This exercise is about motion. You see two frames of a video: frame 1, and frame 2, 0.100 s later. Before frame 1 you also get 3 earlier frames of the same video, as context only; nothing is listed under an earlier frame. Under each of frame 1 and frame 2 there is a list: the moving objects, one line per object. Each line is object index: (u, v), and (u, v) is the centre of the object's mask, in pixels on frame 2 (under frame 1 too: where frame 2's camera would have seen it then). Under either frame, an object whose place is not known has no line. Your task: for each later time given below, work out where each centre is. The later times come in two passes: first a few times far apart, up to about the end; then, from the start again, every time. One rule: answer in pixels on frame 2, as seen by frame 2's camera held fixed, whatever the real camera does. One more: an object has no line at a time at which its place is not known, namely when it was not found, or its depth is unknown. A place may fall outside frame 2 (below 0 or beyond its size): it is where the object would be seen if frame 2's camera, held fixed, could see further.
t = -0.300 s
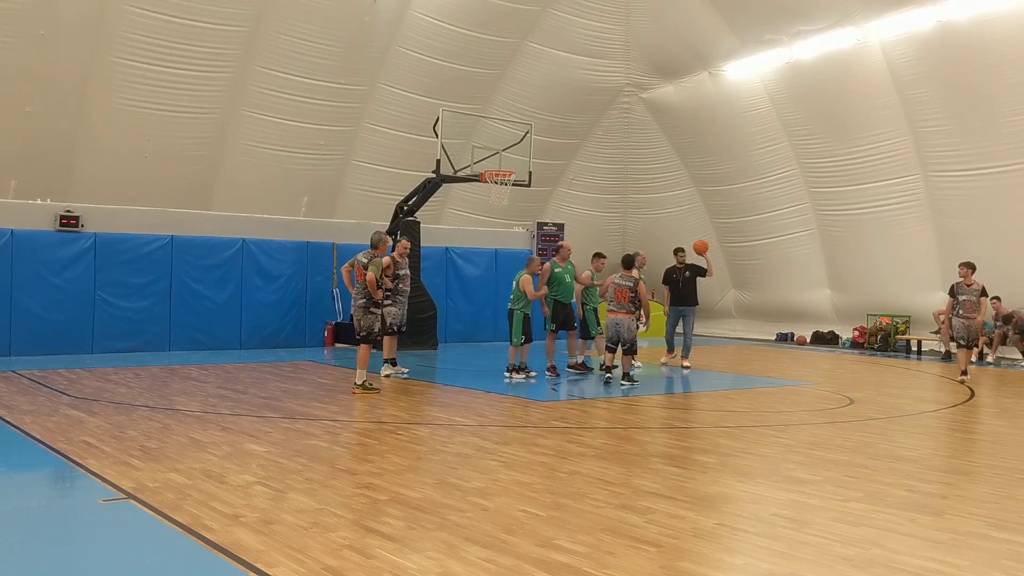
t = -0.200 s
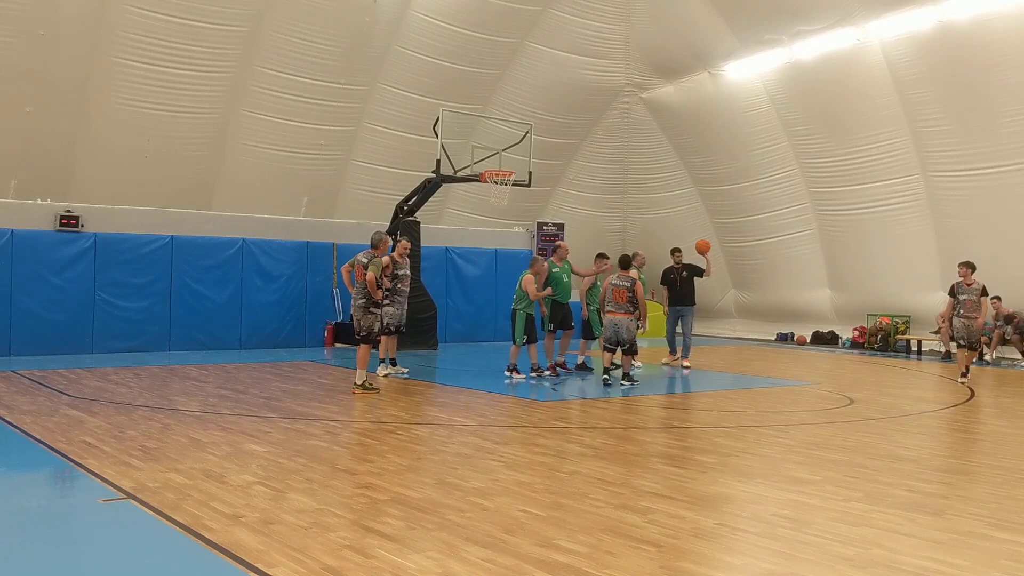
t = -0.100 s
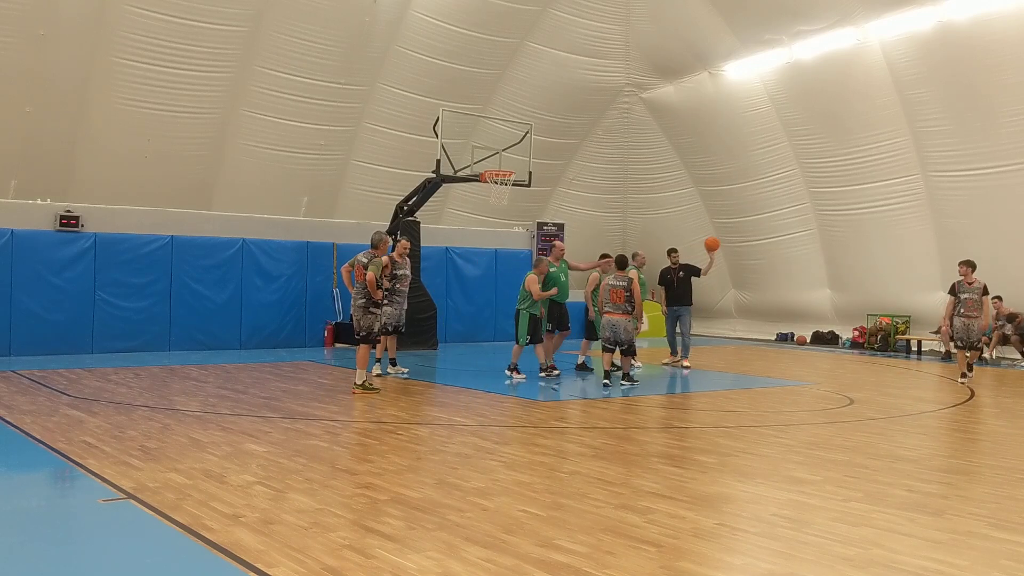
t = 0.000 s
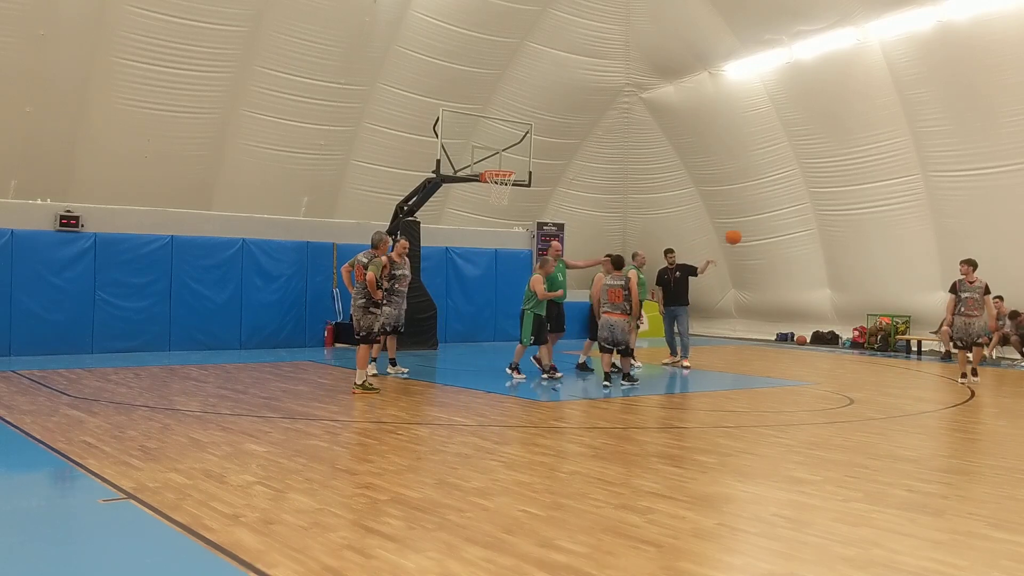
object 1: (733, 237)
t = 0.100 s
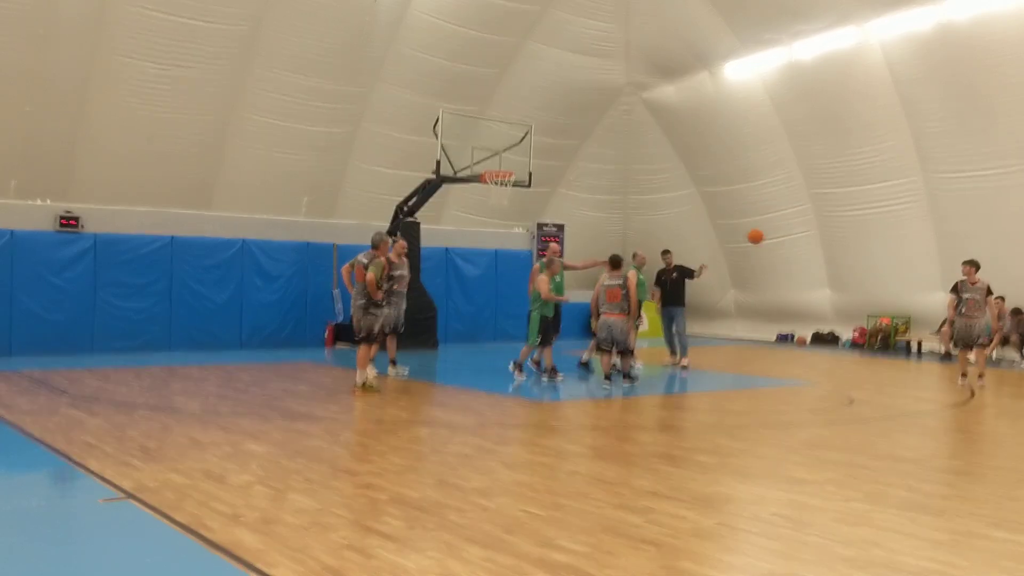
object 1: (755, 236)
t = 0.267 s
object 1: (793, 249)
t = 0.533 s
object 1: (856, 308)
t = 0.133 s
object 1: (762, 237)
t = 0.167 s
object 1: (770, 238)
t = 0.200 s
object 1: (777, 241)
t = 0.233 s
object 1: (785, 245)
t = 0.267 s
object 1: (793, 249)
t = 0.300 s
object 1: (800, 253)
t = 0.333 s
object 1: (808, 259)
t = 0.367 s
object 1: (816, 265)
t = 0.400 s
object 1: (824, 272)
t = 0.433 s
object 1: (832, 280)
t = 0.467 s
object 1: (839, 289)
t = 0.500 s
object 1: (847, 298)
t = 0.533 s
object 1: (856, 308)
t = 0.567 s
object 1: (863, 320)
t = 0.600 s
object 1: (872, 332)
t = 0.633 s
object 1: (880, 344)
